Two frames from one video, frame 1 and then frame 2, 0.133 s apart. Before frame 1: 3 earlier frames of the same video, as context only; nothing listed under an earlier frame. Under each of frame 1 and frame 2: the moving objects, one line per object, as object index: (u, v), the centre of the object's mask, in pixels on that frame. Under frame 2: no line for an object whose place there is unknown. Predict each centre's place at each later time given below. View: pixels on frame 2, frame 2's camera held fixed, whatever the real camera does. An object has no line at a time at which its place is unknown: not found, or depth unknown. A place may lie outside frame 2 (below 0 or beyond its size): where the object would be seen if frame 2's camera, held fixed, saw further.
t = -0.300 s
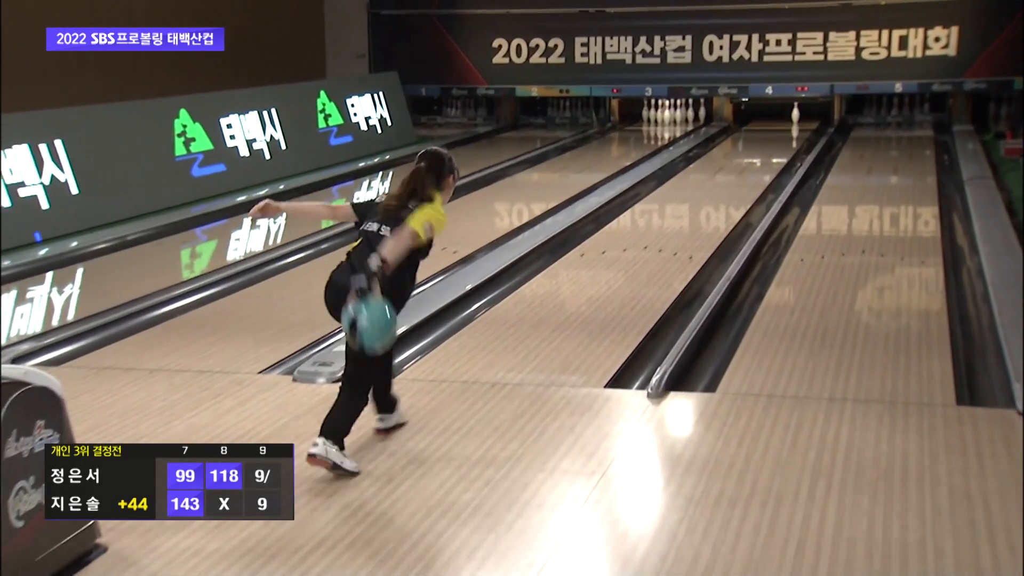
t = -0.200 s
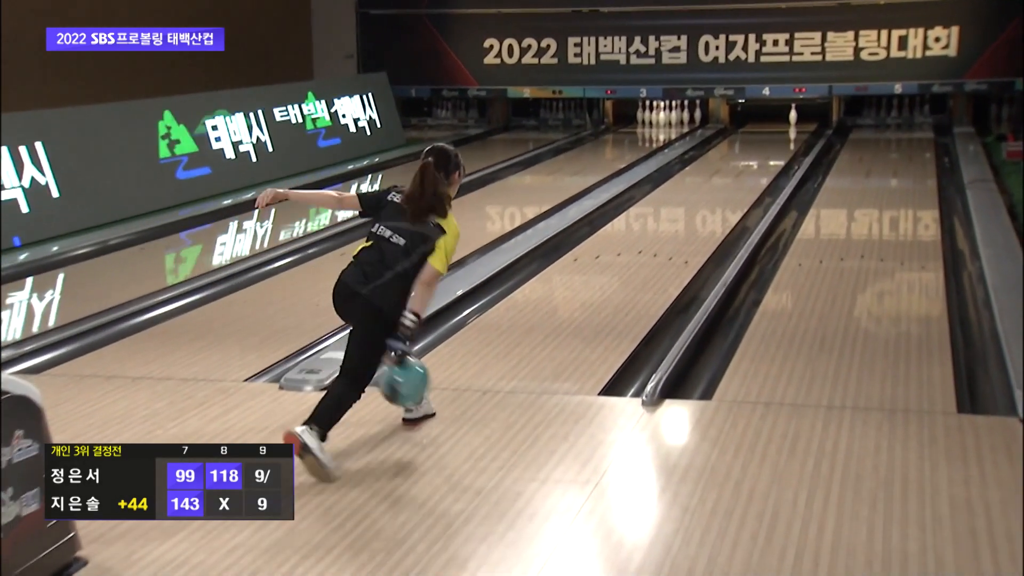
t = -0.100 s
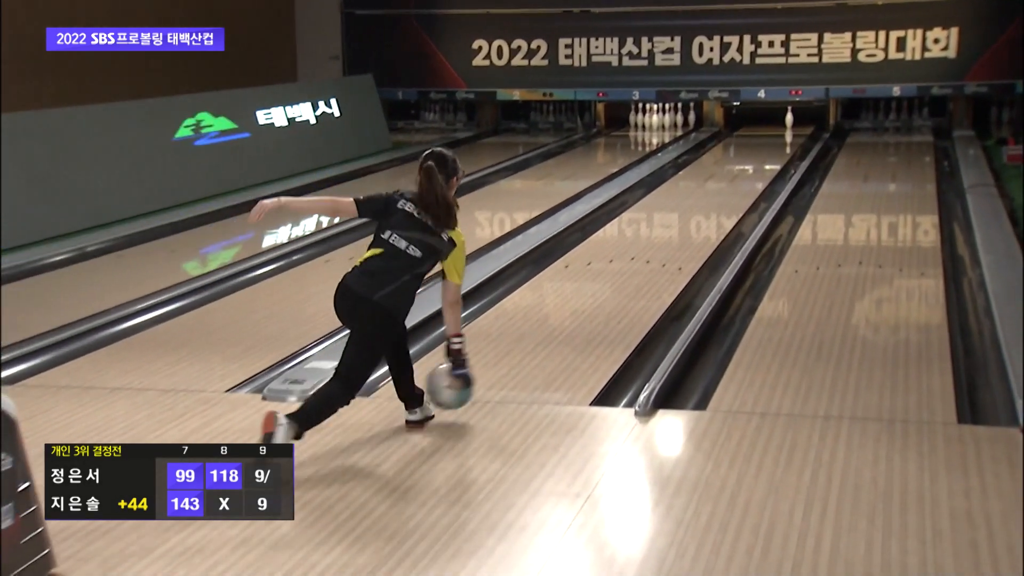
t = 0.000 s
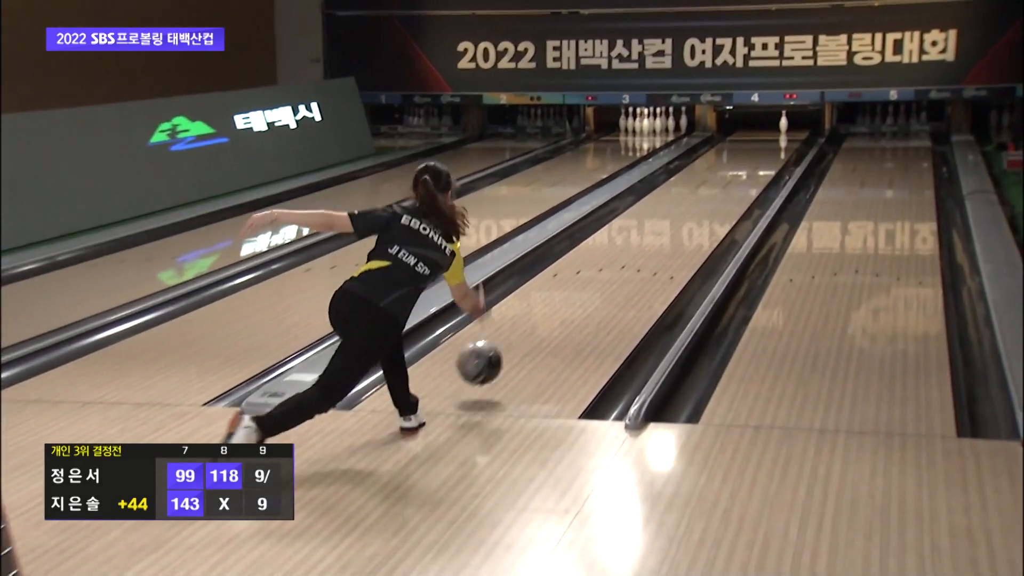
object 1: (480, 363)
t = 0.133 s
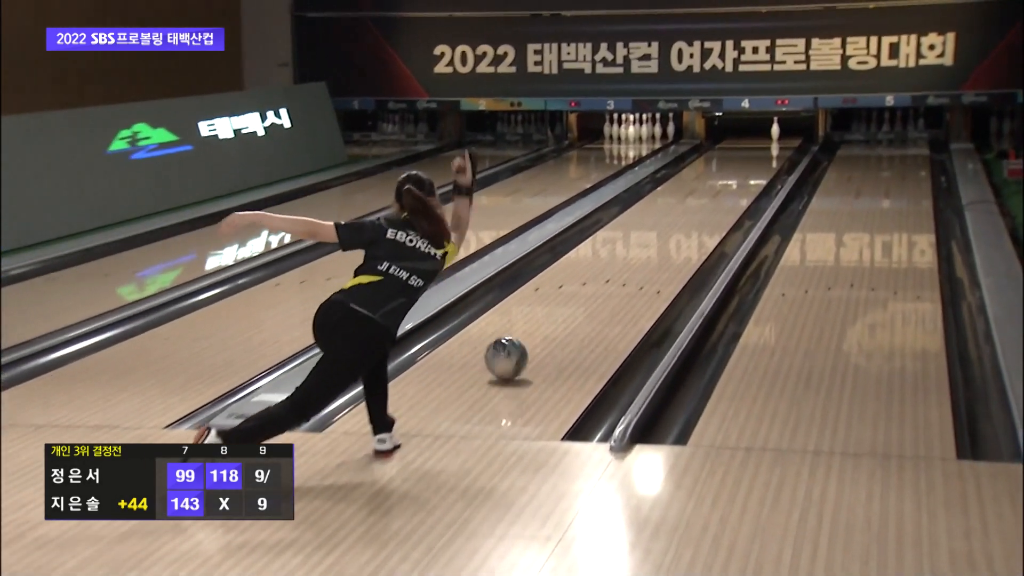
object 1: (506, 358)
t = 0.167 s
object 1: (517, 350)
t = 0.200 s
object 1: (527, 343)
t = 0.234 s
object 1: (537, 335)
